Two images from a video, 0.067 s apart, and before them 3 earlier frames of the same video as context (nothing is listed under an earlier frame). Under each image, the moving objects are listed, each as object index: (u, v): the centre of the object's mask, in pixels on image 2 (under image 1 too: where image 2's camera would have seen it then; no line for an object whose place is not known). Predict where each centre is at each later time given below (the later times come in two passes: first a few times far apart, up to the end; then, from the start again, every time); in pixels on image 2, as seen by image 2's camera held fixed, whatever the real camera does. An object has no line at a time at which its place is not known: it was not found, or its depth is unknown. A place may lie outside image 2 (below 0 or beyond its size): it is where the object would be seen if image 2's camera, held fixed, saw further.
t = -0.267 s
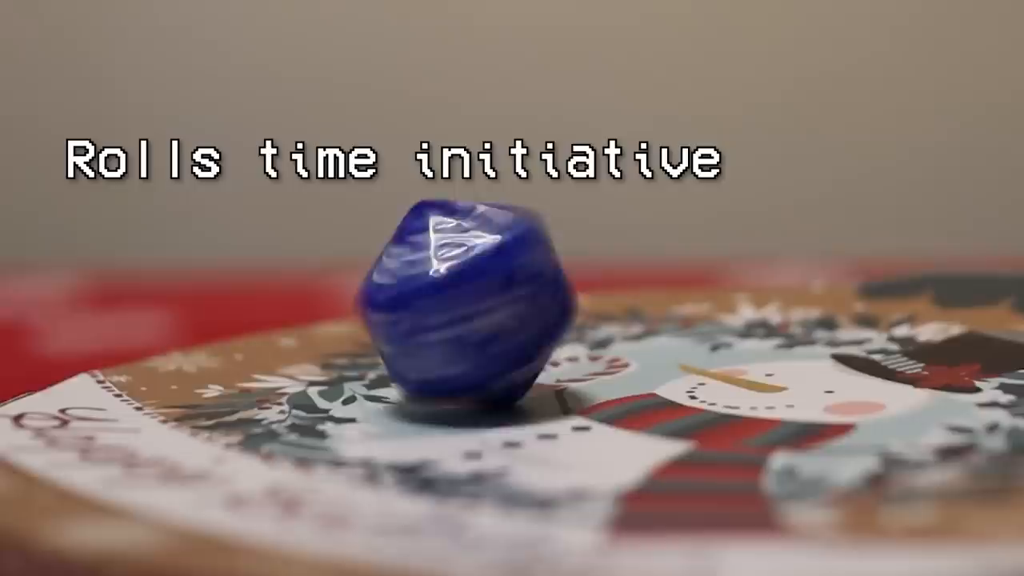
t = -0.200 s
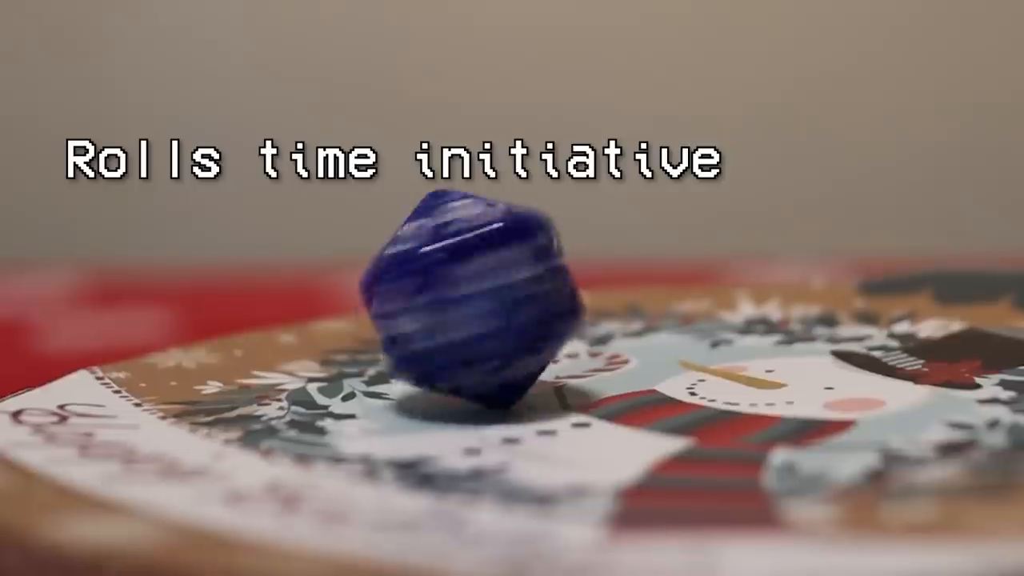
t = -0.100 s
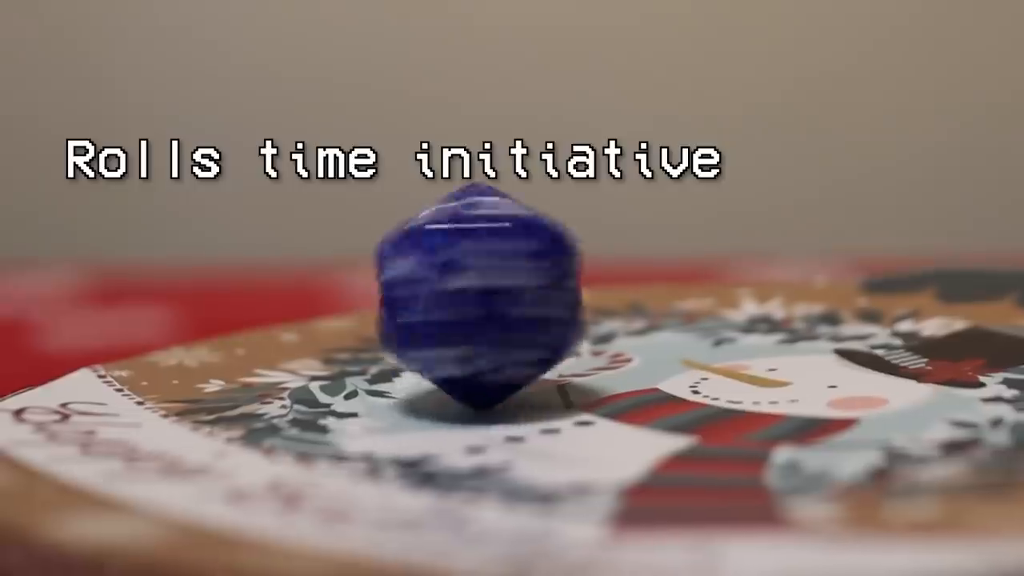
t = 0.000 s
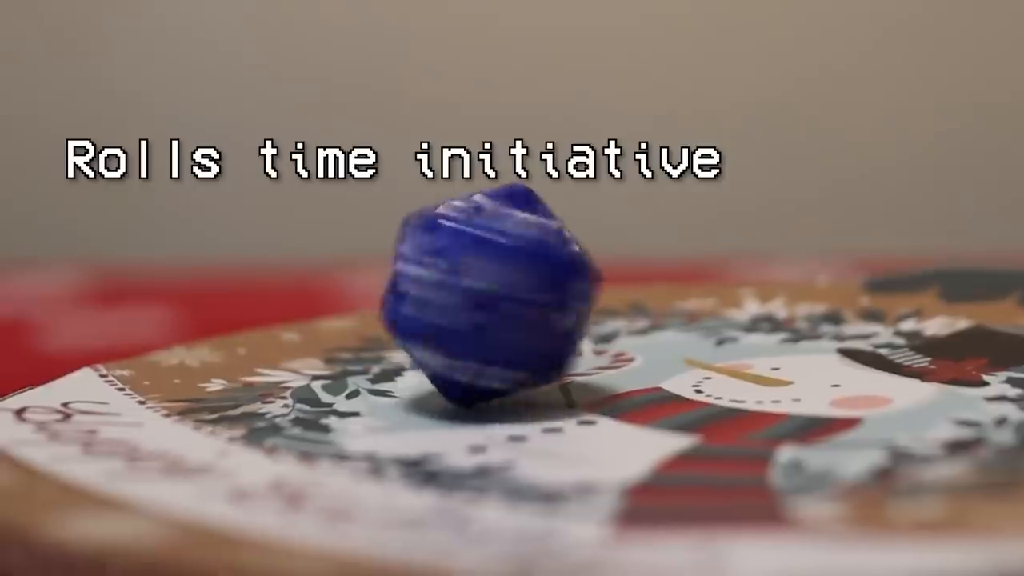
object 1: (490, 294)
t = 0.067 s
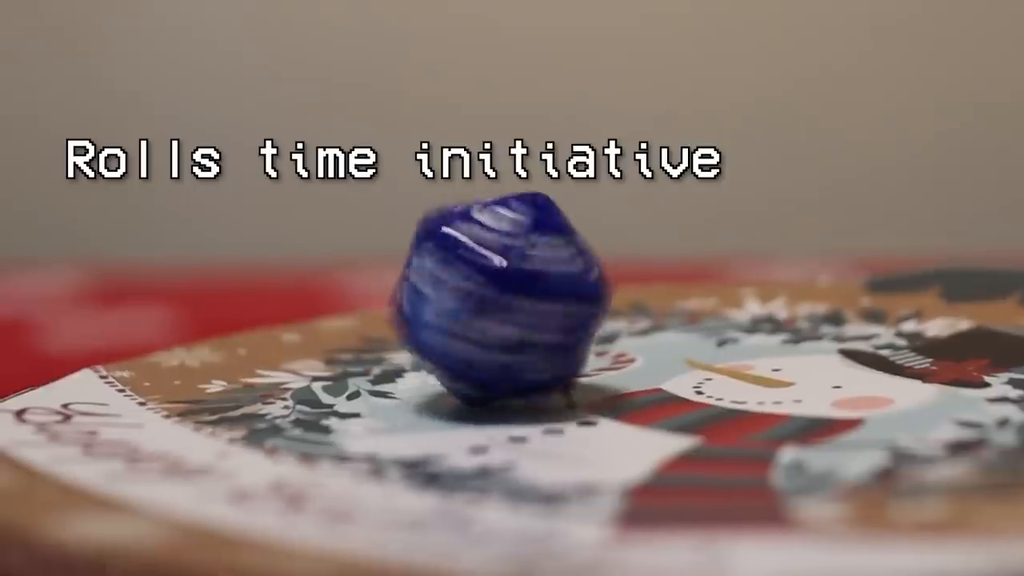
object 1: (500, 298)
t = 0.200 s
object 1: (512, 305)
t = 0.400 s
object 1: (538, 296)
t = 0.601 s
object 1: (546, 297)
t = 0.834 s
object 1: (577, 307)
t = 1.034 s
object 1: (600, 300)
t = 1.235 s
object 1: (619, 307)
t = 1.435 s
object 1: (649, 299)
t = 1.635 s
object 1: (636, 307)
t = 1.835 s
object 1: (628, 300)
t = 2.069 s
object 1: (668, 300)
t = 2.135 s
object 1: (671, 303)
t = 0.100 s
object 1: (504, 298)
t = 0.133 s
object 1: (507, 302)
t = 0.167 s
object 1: (510, 305)
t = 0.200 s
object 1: (512, 305)
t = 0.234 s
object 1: (515, 301)
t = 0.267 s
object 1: (524, 298)
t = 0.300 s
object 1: (530, 296)
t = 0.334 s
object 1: (534, 297)
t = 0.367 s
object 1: (536, 297)
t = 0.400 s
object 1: (538, 296)
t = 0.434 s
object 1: (539, 296)
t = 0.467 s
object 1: (537, 297)
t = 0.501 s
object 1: (539, 296)
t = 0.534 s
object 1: (540, 296)
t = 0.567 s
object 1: (541, 296)
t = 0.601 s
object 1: (546, 297)
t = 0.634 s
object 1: (551, 298)
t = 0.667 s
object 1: (557, 299)
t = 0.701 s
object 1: (562, 301)
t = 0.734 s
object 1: (565, 305)
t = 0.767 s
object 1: (570, 308)
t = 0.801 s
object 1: (573, 308)
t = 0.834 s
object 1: (577, 307)
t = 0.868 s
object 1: (584, 304)
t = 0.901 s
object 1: (591, 301)
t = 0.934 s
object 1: (595, 300)
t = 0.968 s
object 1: (597, 301)
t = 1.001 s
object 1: (599, 300)
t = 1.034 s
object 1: (600, 300)
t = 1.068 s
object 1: (600, 300)
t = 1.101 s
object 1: (602, 301)
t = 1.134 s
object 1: (606, 301)
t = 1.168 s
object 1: (611, 303)
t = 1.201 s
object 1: (615, 304)
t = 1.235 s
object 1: (619, 307)
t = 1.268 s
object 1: (624, 309)
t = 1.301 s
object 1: (630, 311)
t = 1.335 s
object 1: (635, 307)
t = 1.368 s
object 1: (640, 302)
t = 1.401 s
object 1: (645, 300)
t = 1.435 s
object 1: (649, 299)
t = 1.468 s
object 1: (649, 300)
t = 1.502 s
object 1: (648, 300)
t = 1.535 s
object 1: (646, 302)
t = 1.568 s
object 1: (641, 305)
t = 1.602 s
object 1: (637, 308)
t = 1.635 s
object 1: (636, 307)
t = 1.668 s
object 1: (630, 301)
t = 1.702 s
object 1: (623, 298)
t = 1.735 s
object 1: (620, 297)
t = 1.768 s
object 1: (621, 296)
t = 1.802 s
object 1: (623, 297)
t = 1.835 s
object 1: (628, 300)
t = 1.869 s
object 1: (636, 302)
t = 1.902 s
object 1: (644, 300)
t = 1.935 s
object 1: (651, 298)
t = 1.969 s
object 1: (657, 298)
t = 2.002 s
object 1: (659, 300)
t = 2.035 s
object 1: (661, 299)
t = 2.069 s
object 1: (668, 300)
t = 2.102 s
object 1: (671, 301)
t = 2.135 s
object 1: (671, 303)
